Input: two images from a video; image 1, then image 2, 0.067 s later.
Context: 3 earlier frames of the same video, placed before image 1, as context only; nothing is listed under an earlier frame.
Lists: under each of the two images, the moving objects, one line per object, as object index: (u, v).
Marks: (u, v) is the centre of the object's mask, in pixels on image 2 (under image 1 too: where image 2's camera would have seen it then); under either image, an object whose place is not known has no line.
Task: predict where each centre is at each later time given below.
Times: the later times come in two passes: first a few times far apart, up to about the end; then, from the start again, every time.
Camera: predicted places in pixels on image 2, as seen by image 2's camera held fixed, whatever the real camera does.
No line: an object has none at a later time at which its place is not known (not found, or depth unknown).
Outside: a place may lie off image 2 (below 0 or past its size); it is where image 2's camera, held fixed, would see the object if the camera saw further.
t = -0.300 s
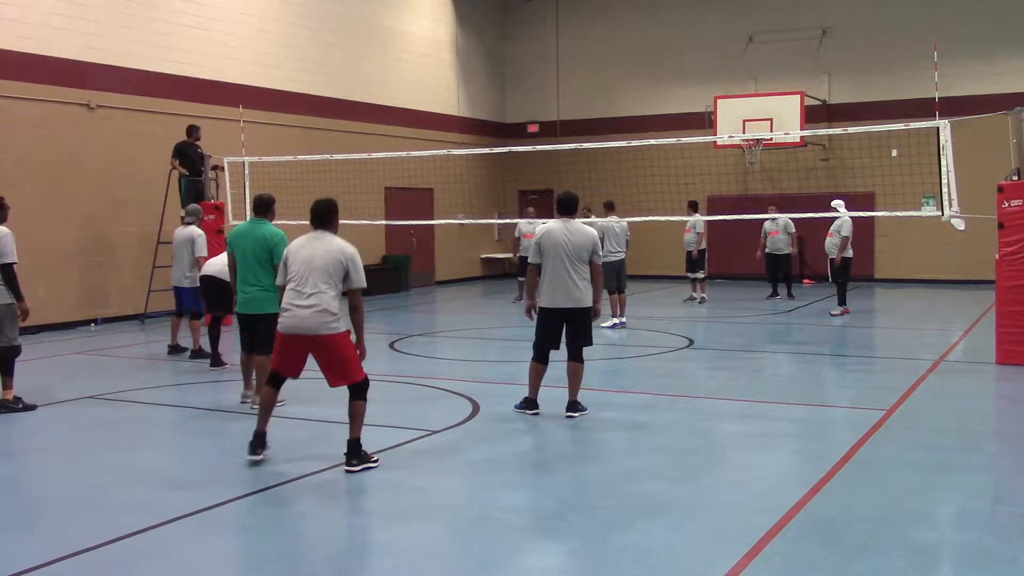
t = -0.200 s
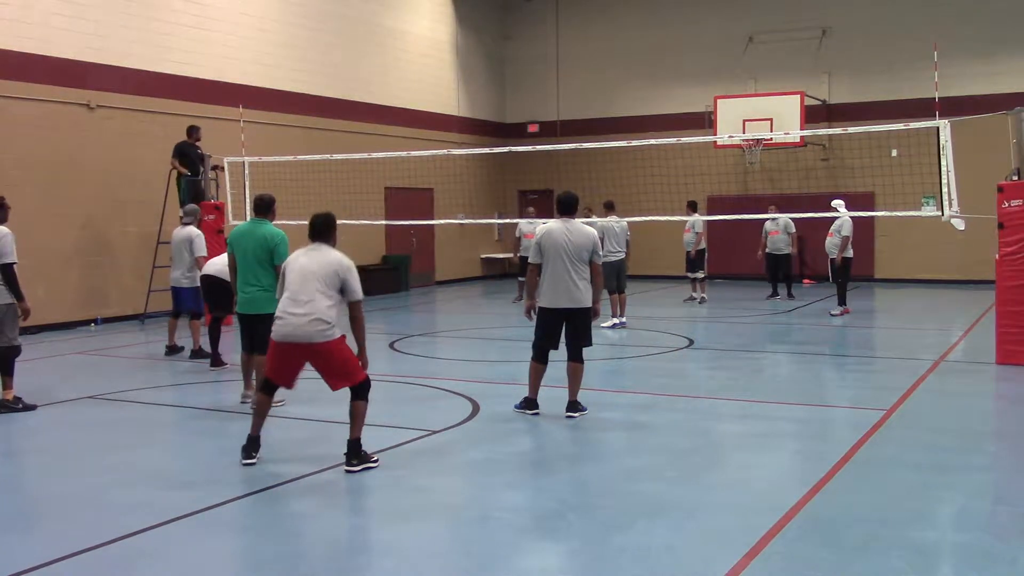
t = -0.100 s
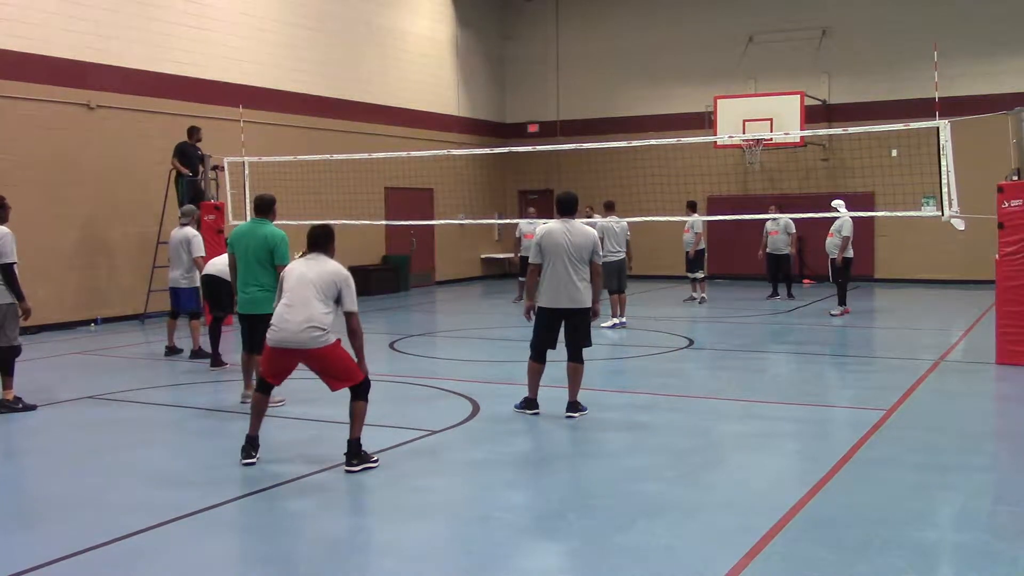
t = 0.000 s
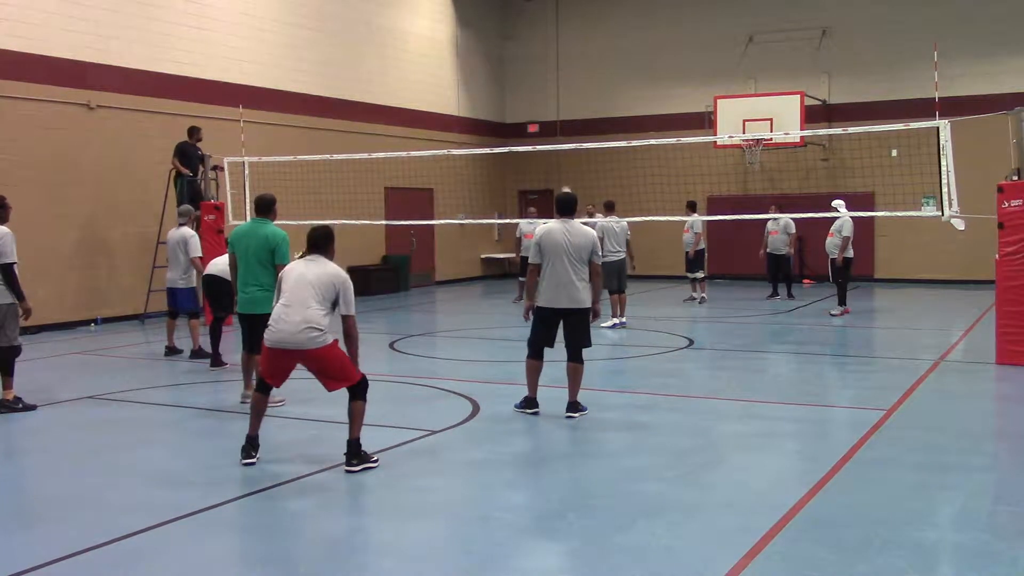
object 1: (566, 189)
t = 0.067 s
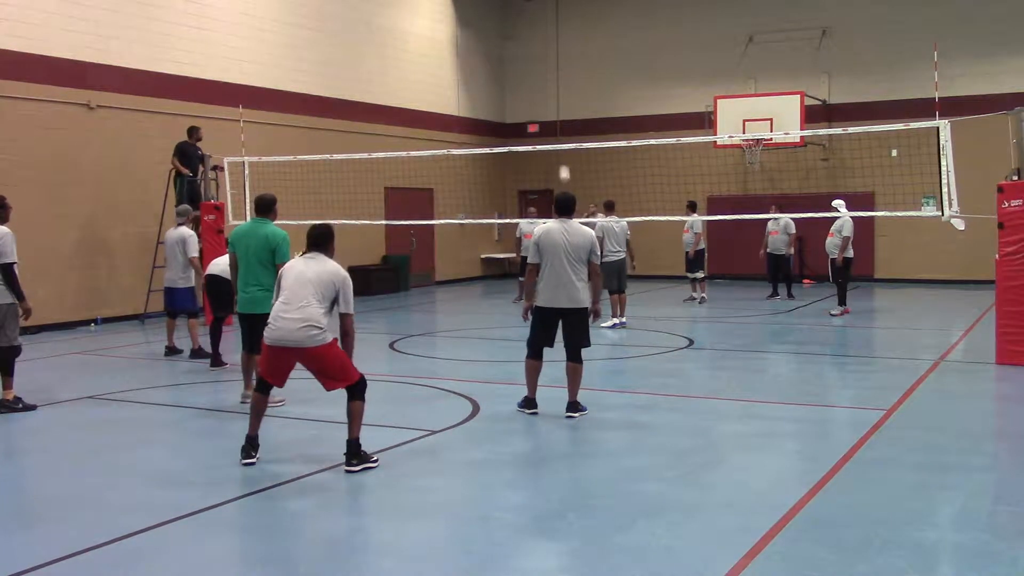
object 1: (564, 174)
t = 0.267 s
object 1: (557, 122)
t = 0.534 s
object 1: (549, 72)
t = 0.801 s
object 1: (537, 66)
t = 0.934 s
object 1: (525, 88)
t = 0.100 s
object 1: (563, 164)
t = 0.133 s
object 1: (562, 156)
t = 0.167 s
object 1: (561, 145)
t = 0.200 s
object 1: (560, 137)
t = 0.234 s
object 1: (559, 129)
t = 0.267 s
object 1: (557, 122)
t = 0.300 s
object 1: (556, 114)
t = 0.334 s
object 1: (555, 106)
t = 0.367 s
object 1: (554, 99)
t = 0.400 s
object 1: (553, 93)
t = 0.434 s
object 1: (552, 87)
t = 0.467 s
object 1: (551, 82)
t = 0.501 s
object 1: (550, 77)
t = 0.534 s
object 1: (549, 72)
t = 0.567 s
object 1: (548, 68)
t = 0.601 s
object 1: (547, 66)
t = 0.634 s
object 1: (546, 64)
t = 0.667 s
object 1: (545, 62)
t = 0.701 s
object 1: (543, 62)
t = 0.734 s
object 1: (541, 62)
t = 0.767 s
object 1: (539, 63)
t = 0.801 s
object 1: (537, 66)
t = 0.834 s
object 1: (535, 69)
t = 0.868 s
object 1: (532, 74)
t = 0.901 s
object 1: (529, 80)
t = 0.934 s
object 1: (525, 88)
